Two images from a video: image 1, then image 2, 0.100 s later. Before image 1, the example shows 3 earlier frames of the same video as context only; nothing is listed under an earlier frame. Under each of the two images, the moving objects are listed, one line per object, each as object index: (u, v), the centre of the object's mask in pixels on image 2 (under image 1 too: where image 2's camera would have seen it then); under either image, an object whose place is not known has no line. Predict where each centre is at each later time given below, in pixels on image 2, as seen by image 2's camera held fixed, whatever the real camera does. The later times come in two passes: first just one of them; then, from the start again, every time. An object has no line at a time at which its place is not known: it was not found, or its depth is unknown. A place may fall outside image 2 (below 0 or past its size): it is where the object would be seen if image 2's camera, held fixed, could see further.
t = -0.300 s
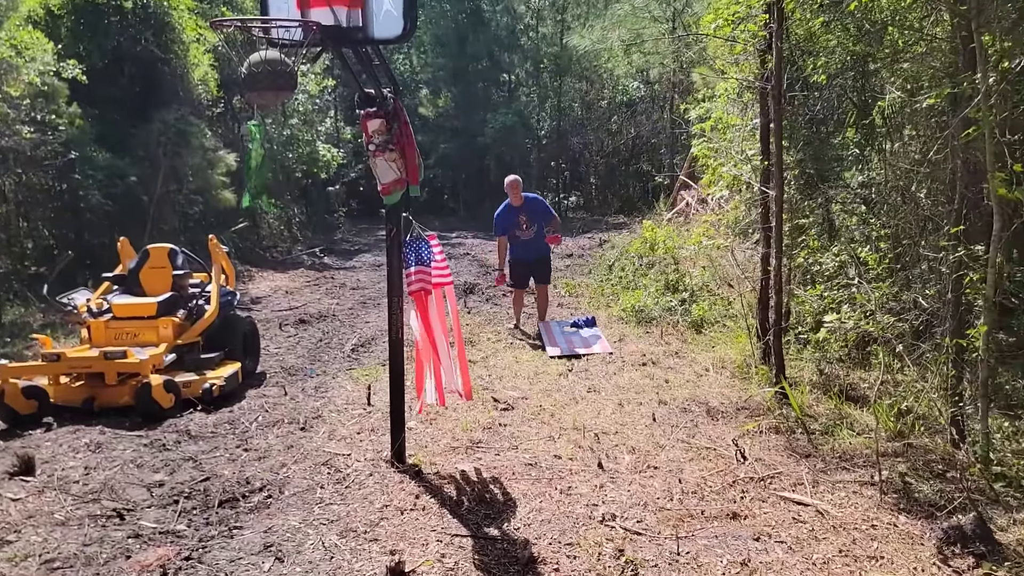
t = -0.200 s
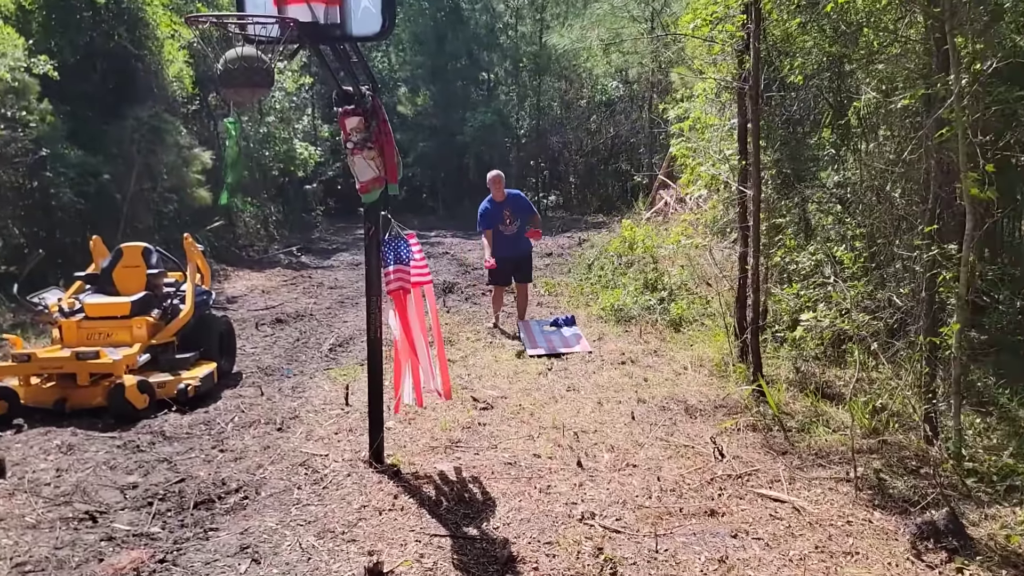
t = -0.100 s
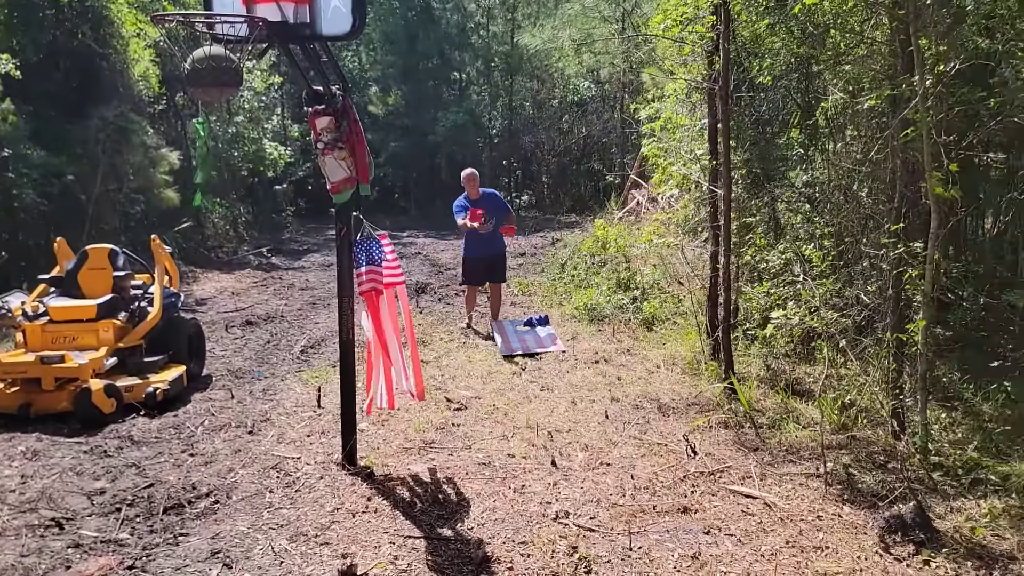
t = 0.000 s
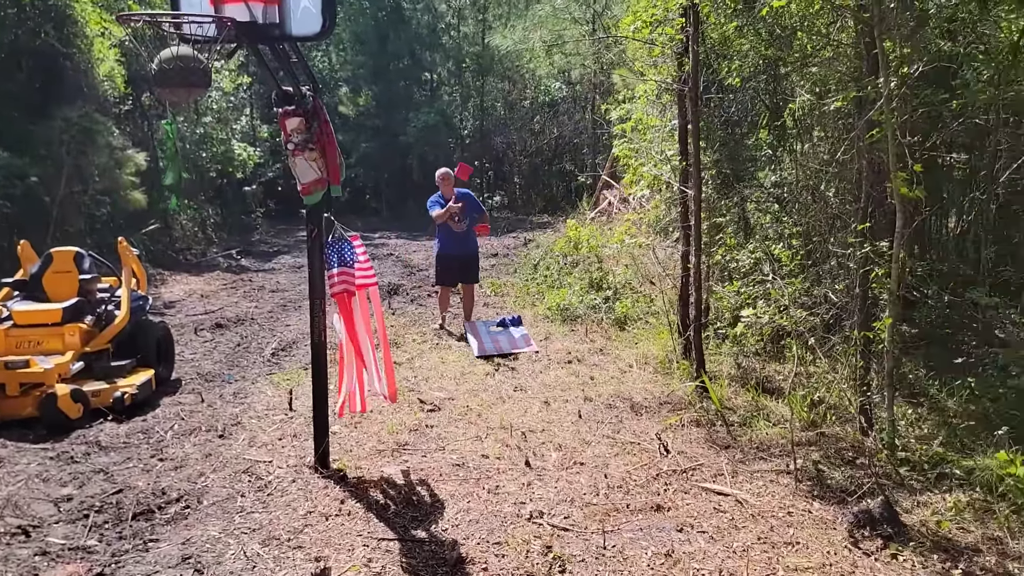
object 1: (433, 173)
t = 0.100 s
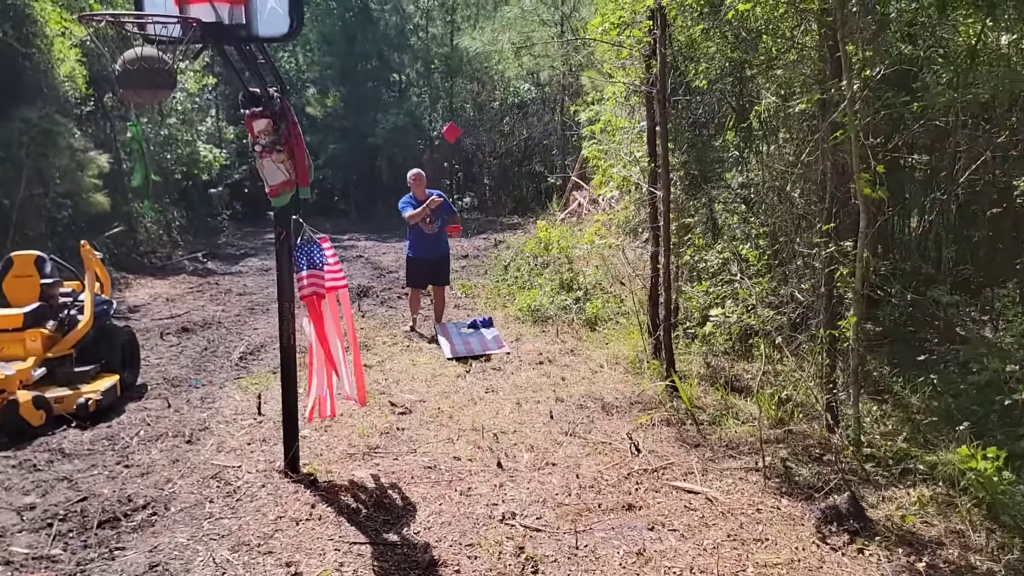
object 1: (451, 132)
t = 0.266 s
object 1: (491, 82)
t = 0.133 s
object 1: (457, 121)
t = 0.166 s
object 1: (466, 109)
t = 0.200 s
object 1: (474, 99)
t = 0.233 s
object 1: (482, 90)
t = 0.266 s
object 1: (491, 82)
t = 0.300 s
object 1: (500, 75)
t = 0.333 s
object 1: (511, 70)
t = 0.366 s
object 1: (522, 65)
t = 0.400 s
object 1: (533, 63)
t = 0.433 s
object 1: (545, 62)
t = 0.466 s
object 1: (558, 64)
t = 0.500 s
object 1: (572, 67)
